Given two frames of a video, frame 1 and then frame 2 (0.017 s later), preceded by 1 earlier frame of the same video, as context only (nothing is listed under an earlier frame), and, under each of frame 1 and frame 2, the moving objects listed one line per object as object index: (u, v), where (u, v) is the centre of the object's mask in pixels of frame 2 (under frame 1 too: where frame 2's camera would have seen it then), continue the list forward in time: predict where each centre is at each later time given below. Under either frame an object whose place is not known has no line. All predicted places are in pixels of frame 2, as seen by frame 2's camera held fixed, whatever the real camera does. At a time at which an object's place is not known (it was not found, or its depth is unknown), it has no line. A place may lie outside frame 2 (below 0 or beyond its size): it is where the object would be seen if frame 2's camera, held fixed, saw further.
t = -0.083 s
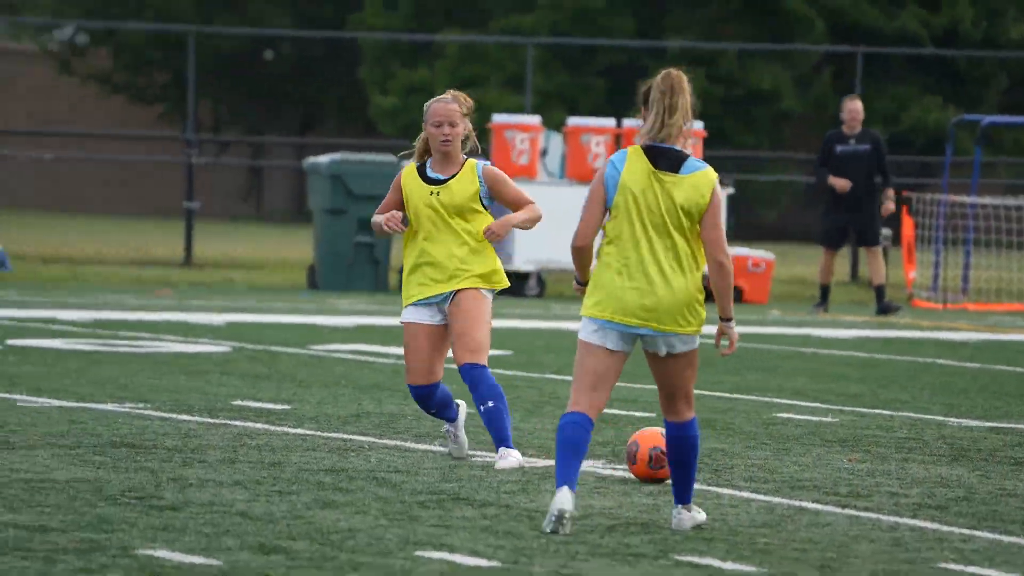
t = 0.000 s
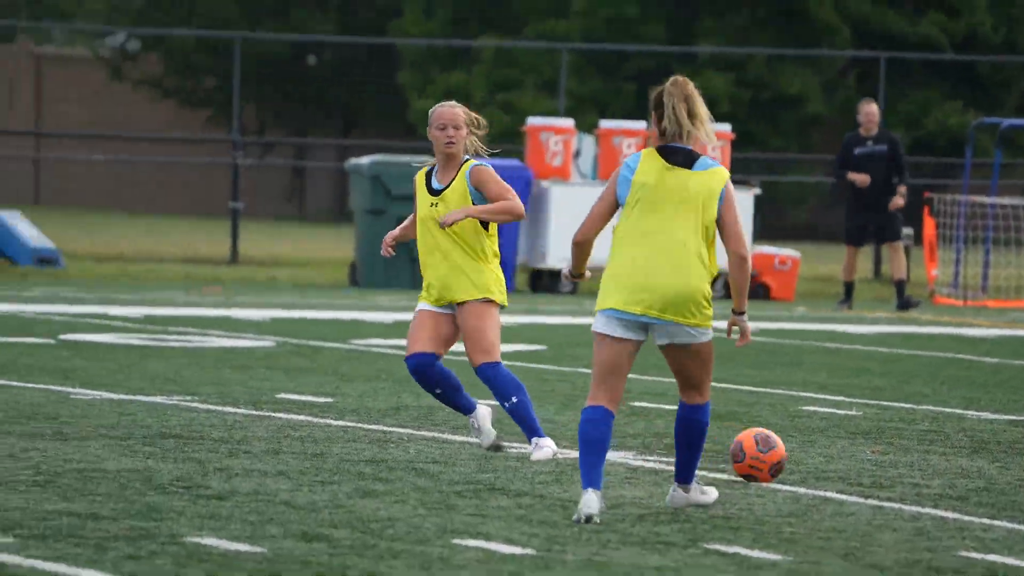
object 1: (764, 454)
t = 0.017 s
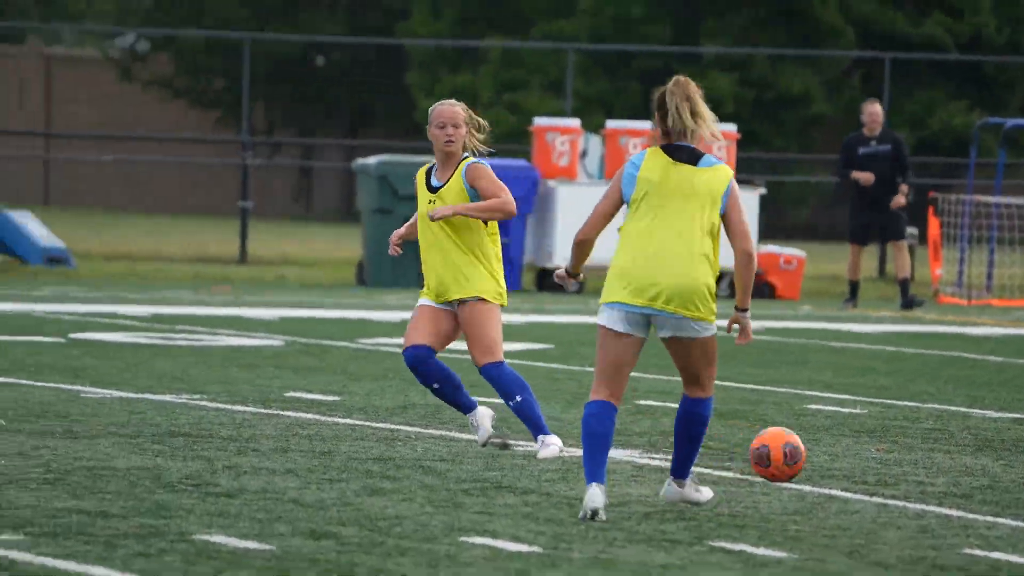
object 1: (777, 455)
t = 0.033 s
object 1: (791, 456)
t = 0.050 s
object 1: (805, 458)
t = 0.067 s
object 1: (819, 461)
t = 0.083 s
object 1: (833, 462)
